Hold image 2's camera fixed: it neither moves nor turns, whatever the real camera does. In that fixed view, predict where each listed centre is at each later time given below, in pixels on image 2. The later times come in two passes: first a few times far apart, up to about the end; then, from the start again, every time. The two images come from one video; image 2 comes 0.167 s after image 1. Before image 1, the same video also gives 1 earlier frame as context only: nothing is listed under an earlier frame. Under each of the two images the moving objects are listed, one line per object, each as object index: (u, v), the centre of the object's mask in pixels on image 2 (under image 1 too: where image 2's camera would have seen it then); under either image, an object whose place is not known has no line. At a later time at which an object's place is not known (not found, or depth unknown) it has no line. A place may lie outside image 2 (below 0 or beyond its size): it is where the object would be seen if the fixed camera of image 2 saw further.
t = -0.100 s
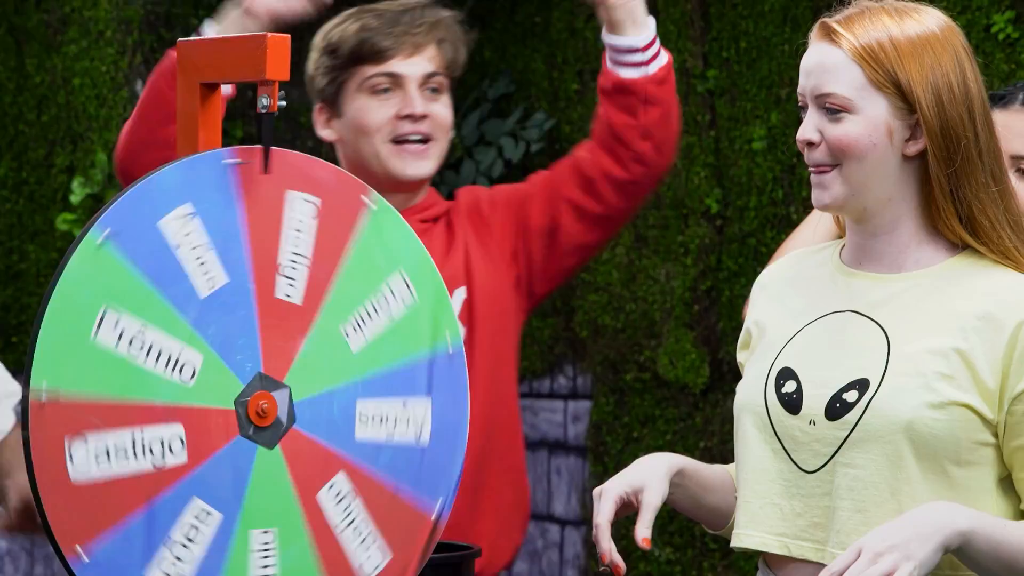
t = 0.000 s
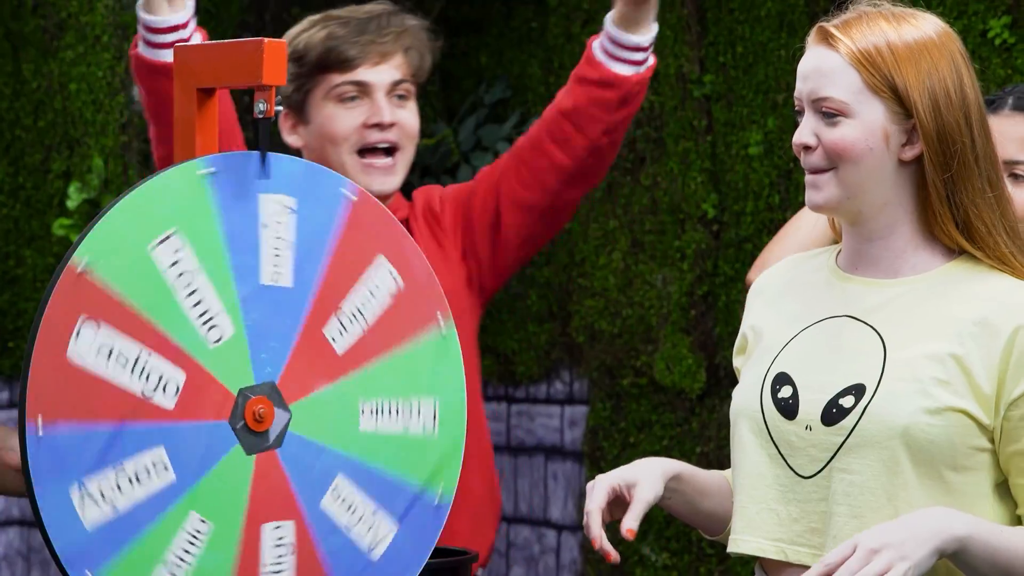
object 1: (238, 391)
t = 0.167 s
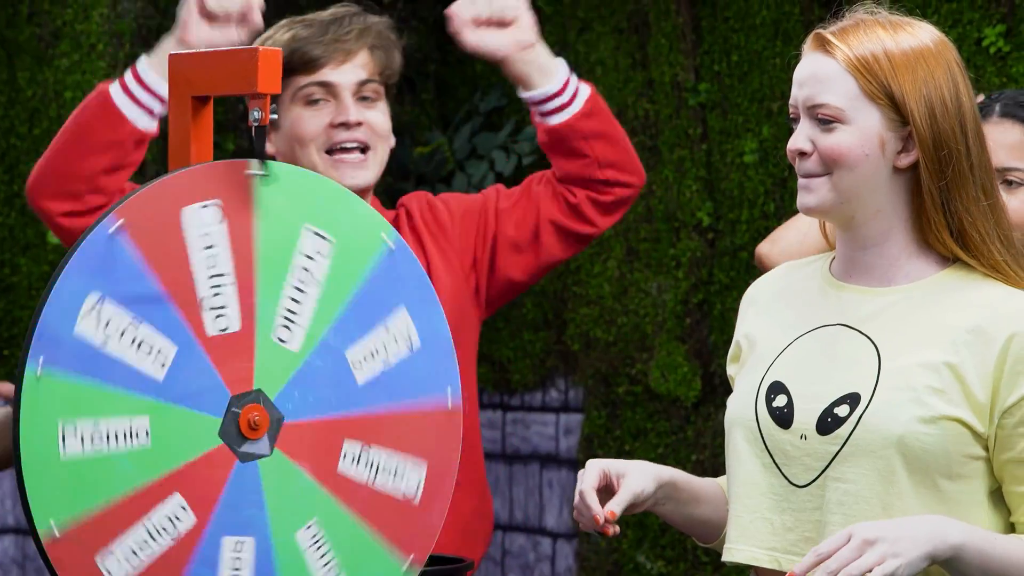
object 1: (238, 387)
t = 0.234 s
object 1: (239, 386)
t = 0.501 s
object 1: (240, 382)
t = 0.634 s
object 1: (243, 379)
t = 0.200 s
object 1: (239, 386)
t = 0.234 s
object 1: (239, 386)
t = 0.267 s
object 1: (239, 386)
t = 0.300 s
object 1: (239, 385)
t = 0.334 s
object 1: (239, 384)
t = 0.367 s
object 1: (240, 384)
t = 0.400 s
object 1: (240, 383)
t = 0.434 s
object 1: (240, 383)
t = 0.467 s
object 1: (240, 382)
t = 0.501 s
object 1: (240, 382)
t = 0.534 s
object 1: (241, 381)
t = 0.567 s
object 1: (243, 379)
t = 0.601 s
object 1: (244, 379)
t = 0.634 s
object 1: (243, 379)
